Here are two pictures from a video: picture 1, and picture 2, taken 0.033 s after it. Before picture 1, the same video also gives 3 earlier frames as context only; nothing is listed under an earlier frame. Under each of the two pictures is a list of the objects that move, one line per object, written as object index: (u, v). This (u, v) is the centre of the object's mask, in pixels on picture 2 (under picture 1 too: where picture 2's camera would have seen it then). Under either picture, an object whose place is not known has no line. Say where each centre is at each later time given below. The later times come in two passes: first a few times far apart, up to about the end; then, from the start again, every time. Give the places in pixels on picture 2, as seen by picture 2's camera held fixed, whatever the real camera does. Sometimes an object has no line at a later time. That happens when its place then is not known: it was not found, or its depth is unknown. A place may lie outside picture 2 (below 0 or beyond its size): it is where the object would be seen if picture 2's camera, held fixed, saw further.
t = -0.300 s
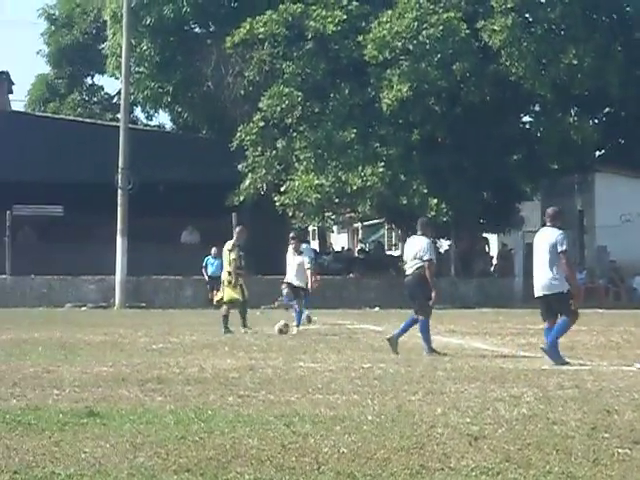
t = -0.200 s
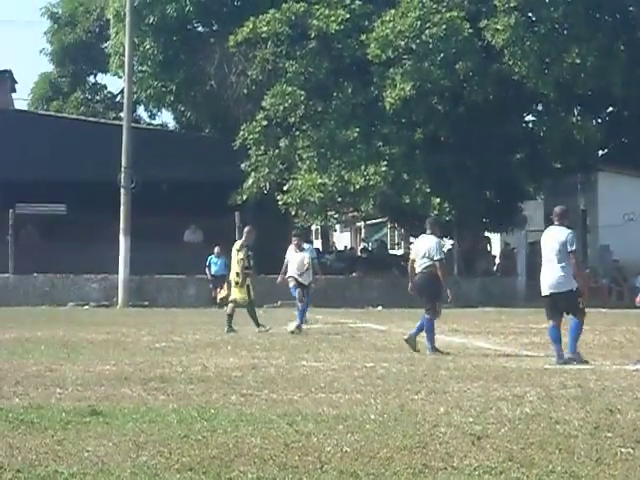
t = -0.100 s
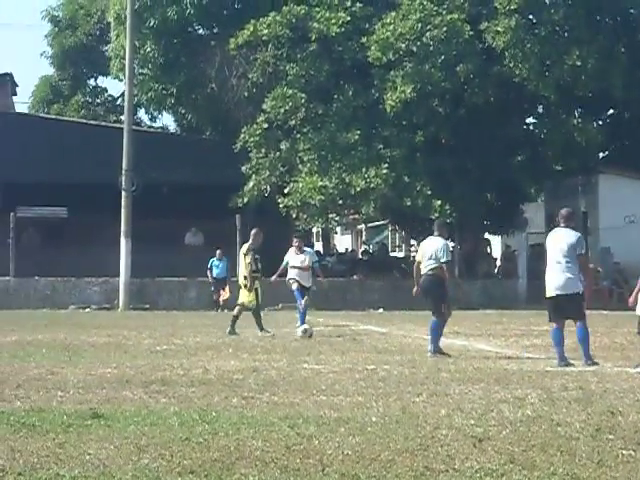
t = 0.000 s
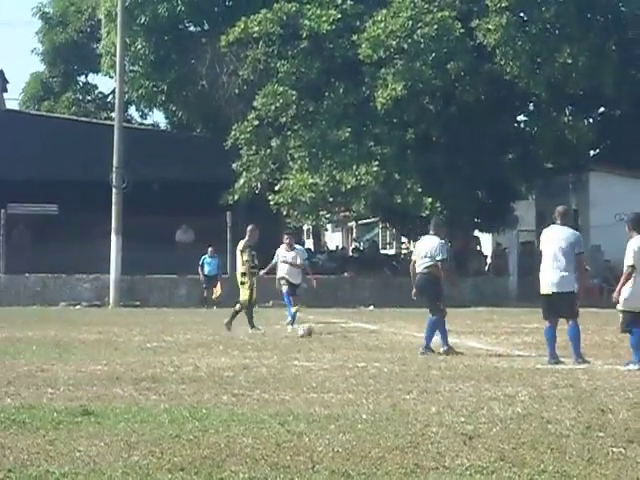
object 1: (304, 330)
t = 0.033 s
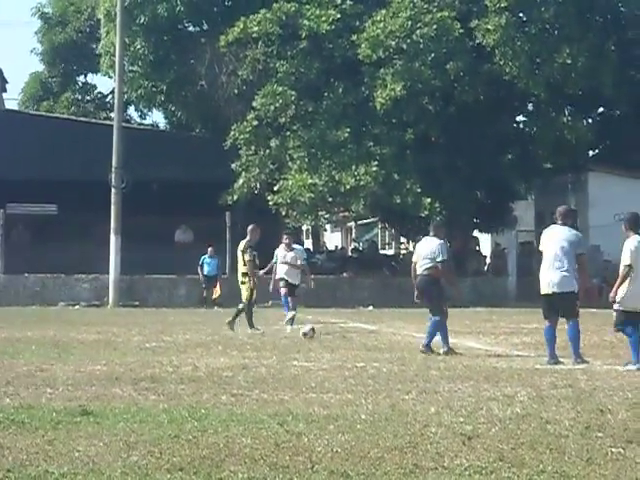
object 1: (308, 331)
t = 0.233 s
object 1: (323, 330)
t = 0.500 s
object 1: (346, 335)
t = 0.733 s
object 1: (366, 340)
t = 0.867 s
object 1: (379, 336)
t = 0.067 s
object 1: (310, 331)
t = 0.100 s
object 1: (313, 331)
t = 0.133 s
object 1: (315, 332)
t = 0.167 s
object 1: (318, 330)
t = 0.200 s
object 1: (321, 330)
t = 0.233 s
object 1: (323, 330)
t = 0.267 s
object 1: (326, 332)
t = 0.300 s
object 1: (328, 334)
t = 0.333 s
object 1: (331, 332)
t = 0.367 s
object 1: (334, 331)
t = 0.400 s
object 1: (337, 331)
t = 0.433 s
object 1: (340, 331)
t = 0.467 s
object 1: (343, 332)
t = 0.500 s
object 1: (346, 335)
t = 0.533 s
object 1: (349, 337)
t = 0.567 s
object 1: (351, 338)
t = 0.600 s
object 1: (355, 337)
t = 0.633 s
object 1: (357, 336)
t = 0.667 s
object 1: (360, 337)
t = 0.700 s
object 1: (363, 338)
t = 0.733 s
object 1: (366, 340)
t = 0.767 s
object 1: (370, 337)
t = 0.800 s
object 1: (373, 336)
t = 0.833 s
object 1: (375, 336)
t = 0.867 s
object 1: (379, 336)
